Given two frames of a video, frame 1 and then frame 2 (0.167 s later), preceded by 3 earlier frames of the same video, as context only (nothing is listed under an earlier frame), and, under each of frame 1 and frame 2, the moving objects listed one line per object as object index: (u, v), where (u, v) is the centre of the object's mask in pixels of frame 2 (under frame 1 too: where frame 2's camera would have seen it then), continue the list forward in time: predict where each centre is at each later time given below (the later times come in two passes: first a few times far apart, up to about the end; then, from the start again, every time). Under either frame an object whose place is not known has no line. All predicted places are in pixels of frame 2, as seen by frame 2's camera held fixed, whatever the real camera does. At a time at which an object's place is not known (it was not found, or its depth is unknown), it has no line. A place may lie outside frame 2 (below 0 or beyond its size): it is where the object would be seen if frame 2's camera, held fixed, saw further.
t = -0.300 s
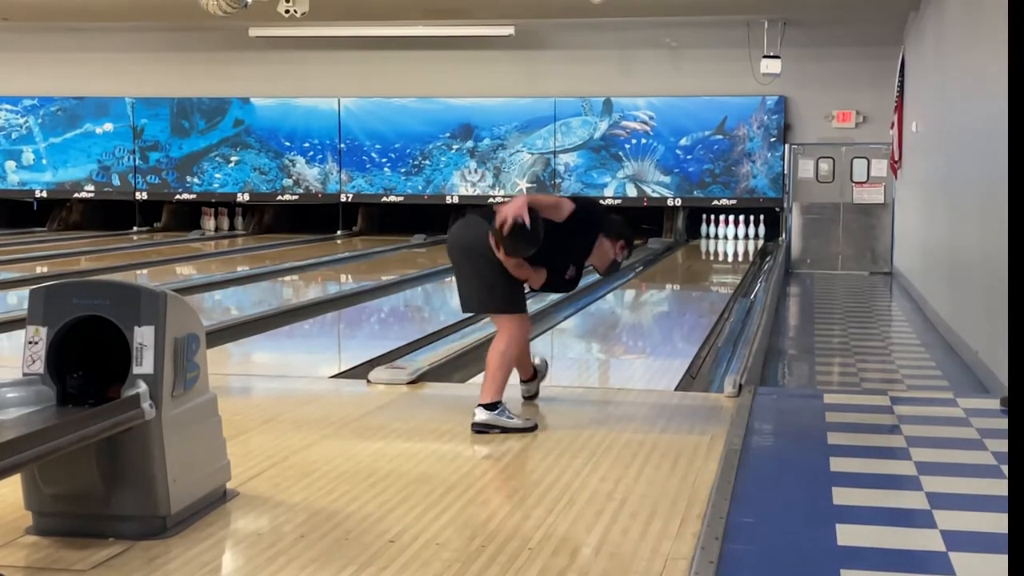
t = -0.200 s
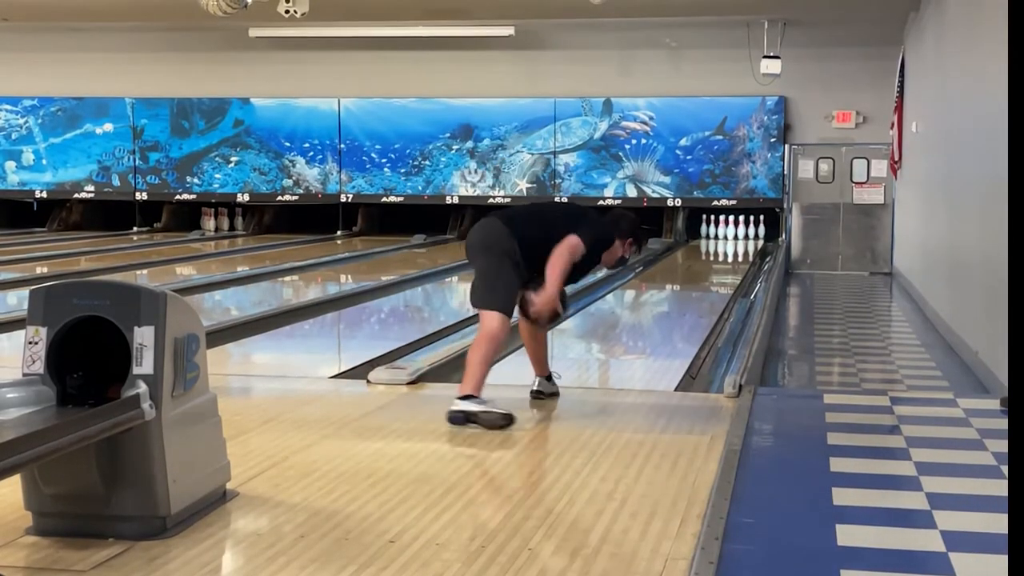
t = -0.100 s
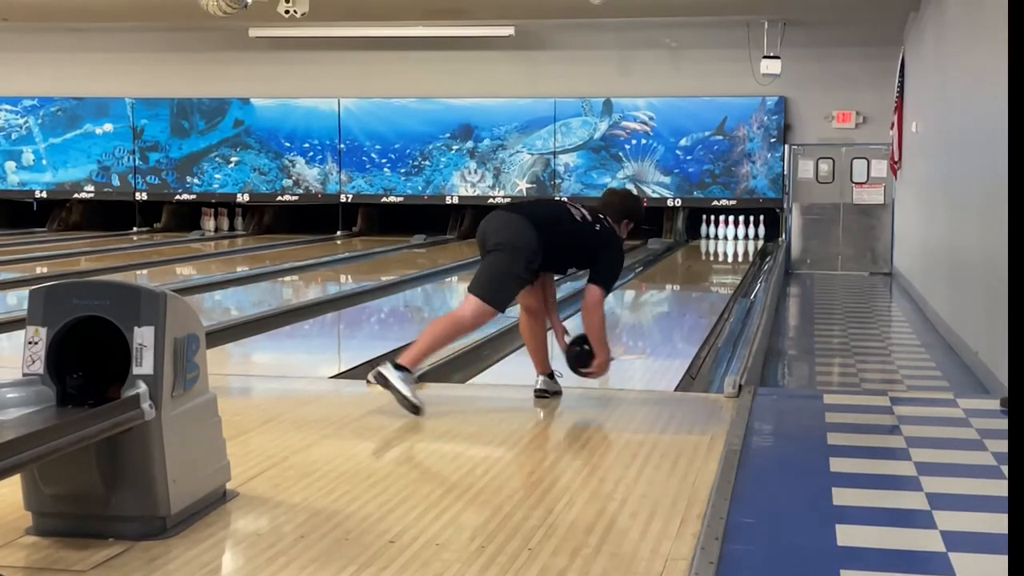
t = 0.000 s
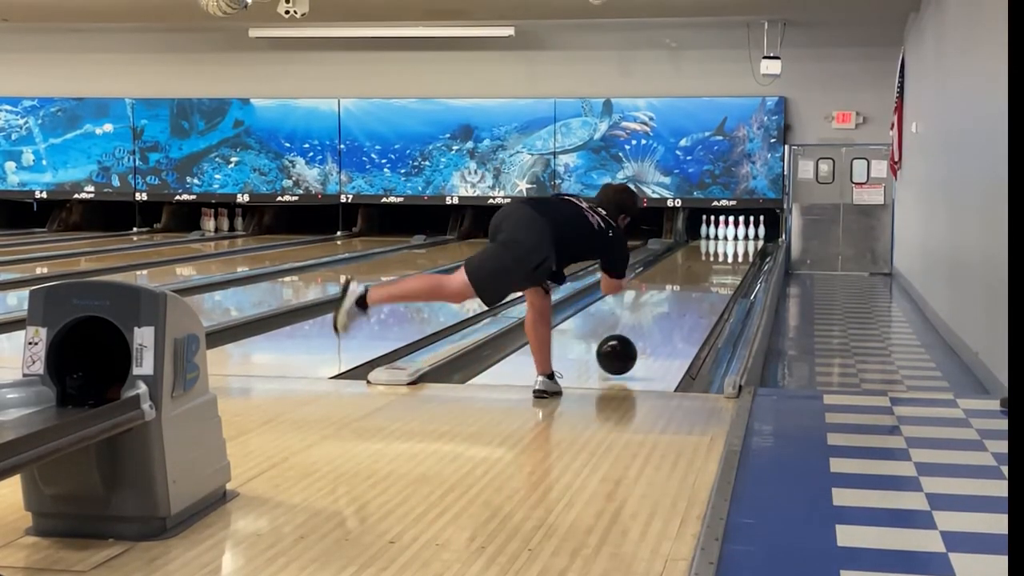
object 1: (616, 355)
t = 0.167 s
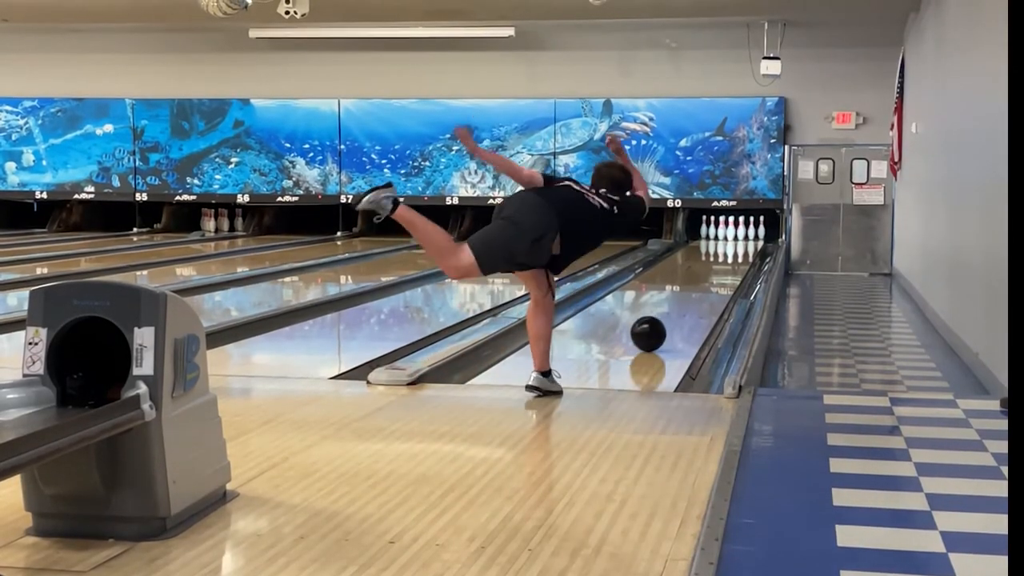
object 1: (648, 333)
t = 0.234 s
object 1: (658, 325)
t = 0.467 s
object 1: (687, 303)
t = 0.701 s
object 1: (707, 286)
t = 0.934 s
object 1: (722, 273)
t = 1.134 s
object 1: (731, 265)
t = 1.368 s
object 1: (737, 256)
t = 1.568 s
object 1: (741, 249)
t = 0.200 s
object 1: (653, 329)
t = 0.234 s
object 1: (658, 325)
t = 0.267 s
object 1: (663, 322)
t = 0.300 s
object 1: (668, 318)
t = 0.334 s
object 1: (672, 315)
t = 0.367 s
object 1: (676, 311)
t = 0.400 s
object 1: (680, 308)
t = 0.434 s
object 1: (683, 305)
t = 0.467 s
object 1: (687, 303)
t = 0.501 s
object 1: (690, 300)
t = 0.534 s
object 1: (693, 297)
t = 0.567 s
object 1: (696, 295)
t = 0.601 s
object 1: (699, 293)
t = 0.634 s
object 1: (702, 290)
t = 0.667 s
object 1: (705, 288)
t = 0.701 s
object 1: (707, 286)
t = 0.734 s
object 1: (710, 284)
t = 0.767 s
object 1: (712, 282)
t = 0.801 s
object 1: (714, 280)
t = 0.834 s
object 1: (716, 278)
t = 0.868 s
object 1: (718, 277)
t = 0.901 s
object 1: (720, 275)
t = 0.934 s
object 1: (722, 273)
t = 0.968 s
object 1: (723, 272)
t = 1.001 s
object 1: (725, 270)
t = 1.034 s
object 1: (726, 269)
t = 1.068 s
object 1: (728, 267)
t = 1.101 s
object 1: (729, 266)
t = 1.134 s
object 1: (731, 265)
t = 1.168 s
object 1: (732, 263)
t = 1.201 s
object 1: (733, 262)
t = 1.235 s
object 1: (734, 261)
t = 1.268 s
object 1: (735, 259)
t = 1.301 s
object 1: (736, 258)
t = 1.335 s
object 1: (737, 257)
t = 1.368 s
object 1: (737, 256)
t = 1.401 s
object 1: (738, 255)
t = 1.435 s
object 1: (739, 253)
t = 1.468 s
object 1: (739, 252)
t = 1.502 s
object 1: (740, 251)
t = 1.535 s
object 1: (740, 250)
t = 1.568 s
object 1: (741, 249)
